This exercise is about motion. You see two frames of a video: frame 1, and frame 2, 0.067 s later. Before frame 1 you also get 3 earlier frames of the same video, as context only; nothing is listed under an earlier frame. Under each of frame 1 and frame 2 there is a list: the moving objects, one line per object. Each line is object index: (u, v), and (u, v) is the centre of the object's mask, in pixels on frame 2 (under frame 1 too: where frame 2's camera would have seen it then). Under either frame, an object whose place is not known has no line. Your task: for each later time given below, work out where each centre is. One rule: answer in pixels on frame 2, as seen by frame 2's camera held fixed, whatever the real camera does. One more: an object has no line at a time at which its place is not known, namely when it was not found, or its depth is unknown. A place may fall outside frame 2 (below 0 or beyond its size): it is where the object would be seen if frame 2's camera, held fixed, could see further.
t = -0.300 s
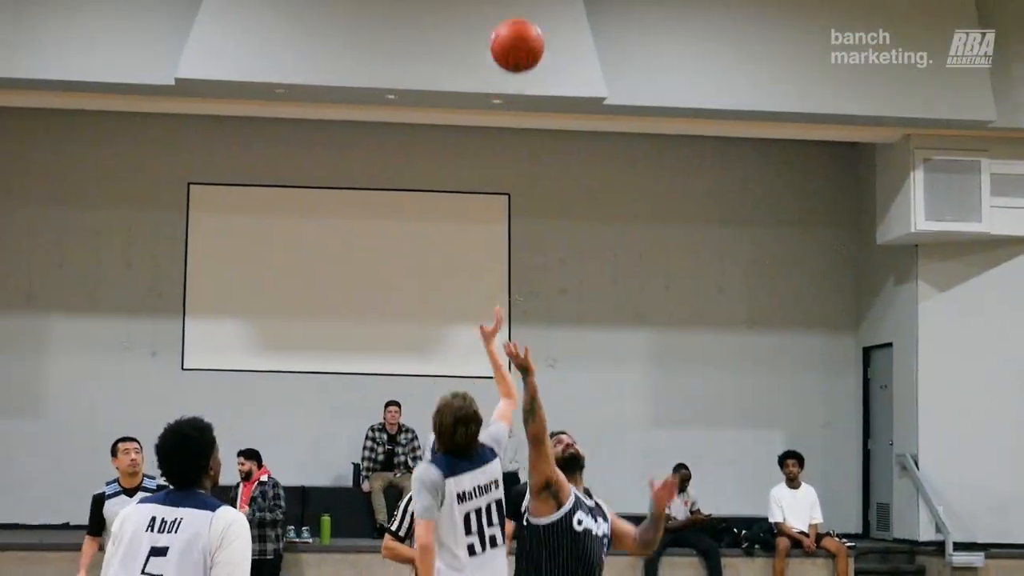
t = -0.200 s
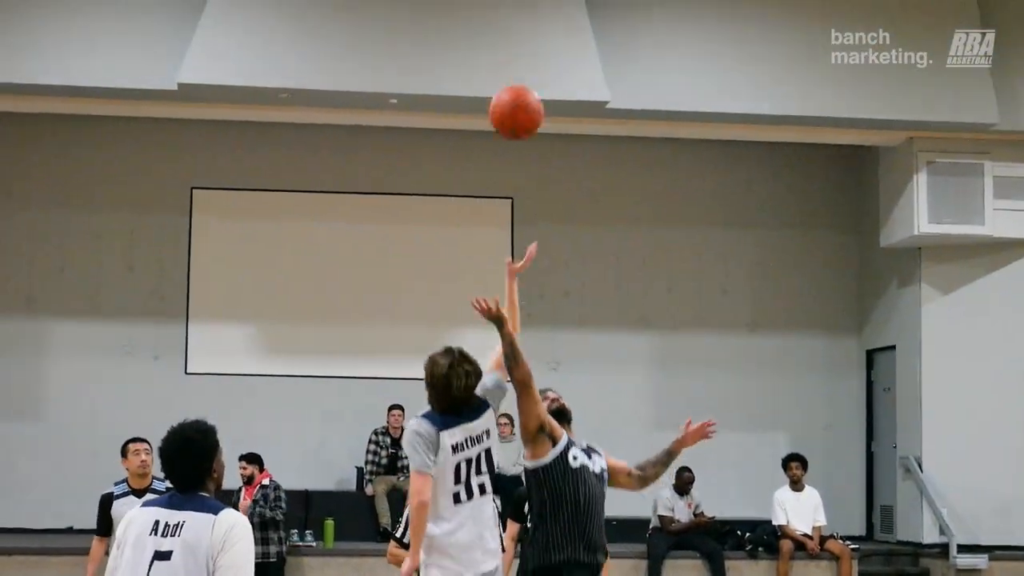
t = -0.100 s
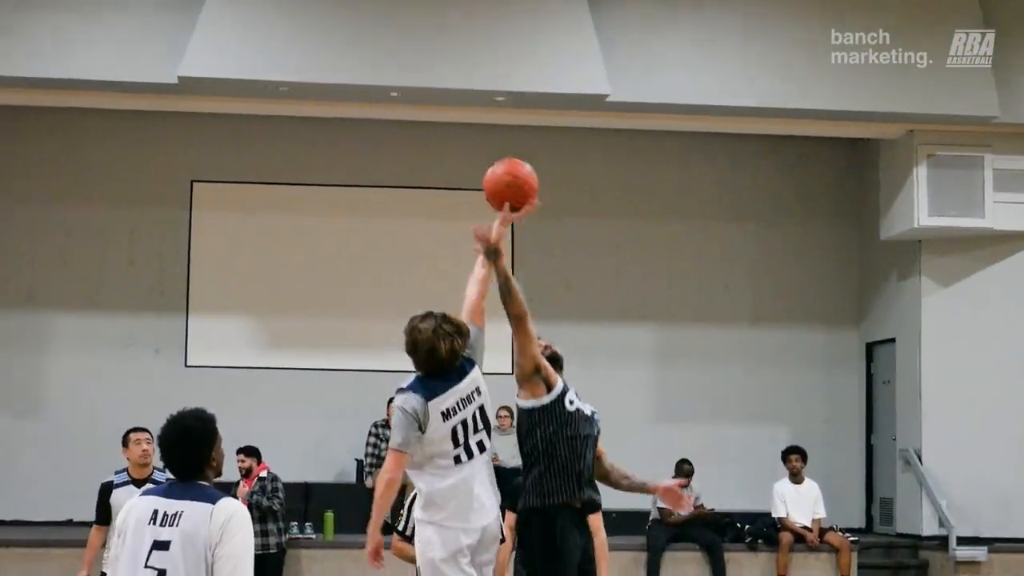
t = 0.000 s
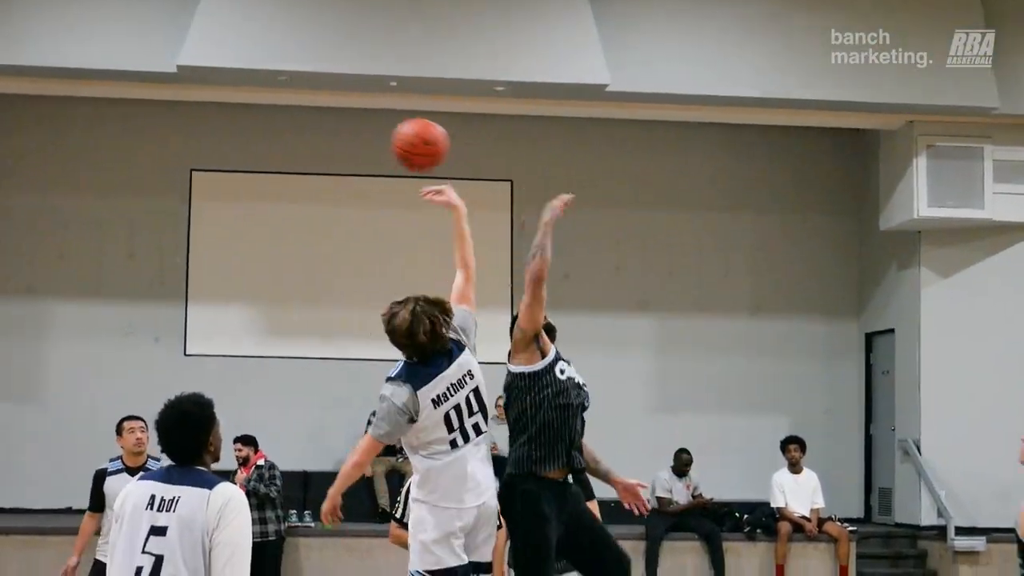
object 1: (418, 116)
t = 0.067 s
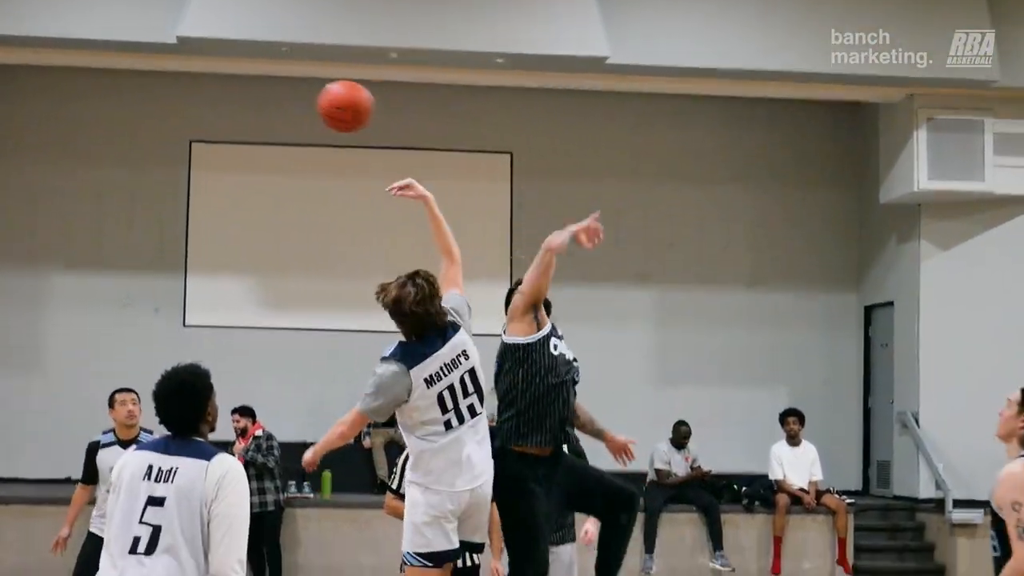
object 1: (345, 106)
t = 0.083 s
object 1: (327, 105)
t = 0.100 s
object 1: (309, 105)
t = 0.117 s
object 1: (292, 105)
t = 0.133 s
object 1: (275, 105)
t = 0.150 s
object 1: (258, 106)
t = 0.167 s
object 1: (240, 108)
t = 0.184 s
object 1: (223, 110)
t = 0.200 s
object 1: (206, 112)
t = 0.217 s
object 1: (190, 115)
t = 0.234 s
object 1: (173, 118)
